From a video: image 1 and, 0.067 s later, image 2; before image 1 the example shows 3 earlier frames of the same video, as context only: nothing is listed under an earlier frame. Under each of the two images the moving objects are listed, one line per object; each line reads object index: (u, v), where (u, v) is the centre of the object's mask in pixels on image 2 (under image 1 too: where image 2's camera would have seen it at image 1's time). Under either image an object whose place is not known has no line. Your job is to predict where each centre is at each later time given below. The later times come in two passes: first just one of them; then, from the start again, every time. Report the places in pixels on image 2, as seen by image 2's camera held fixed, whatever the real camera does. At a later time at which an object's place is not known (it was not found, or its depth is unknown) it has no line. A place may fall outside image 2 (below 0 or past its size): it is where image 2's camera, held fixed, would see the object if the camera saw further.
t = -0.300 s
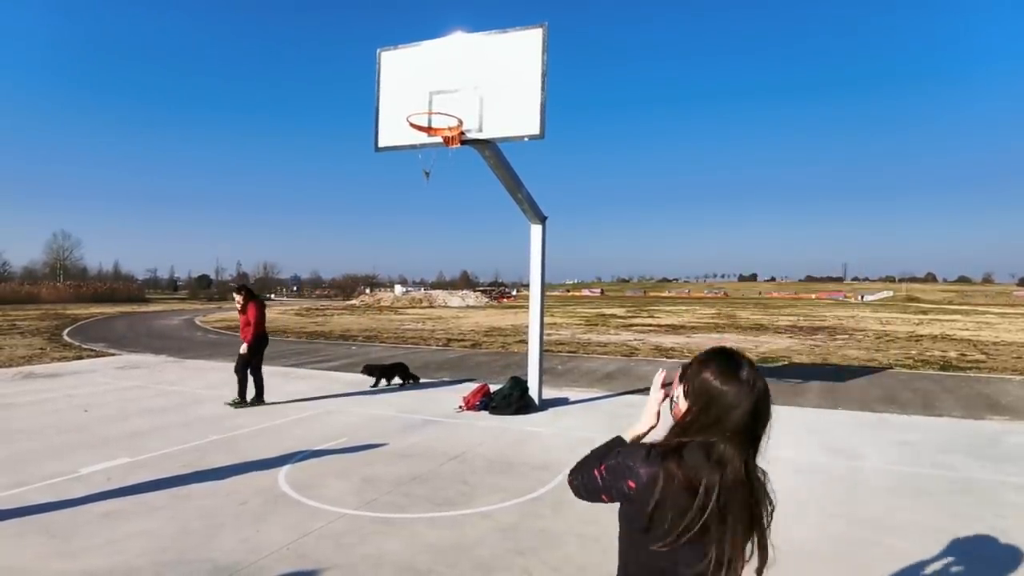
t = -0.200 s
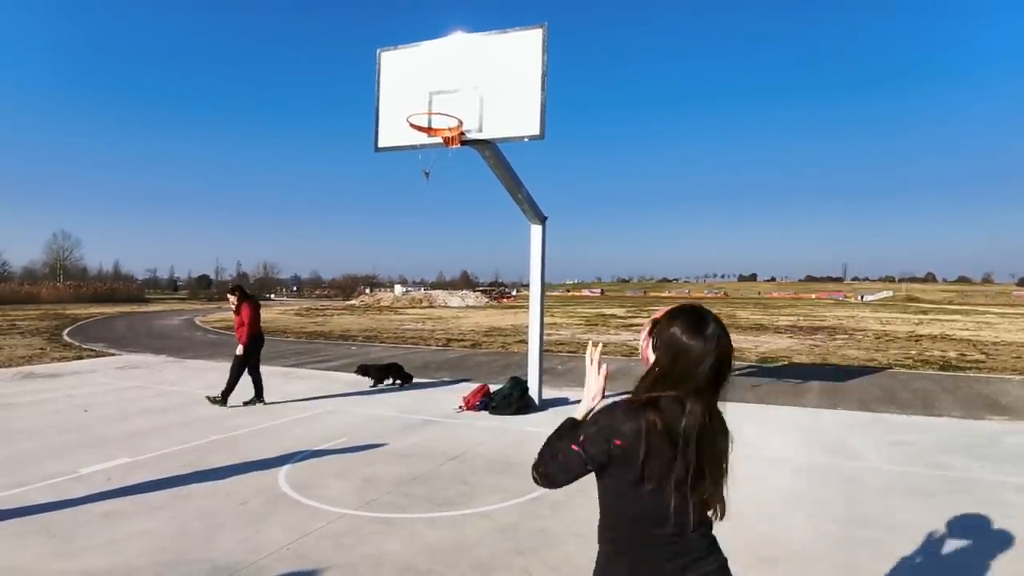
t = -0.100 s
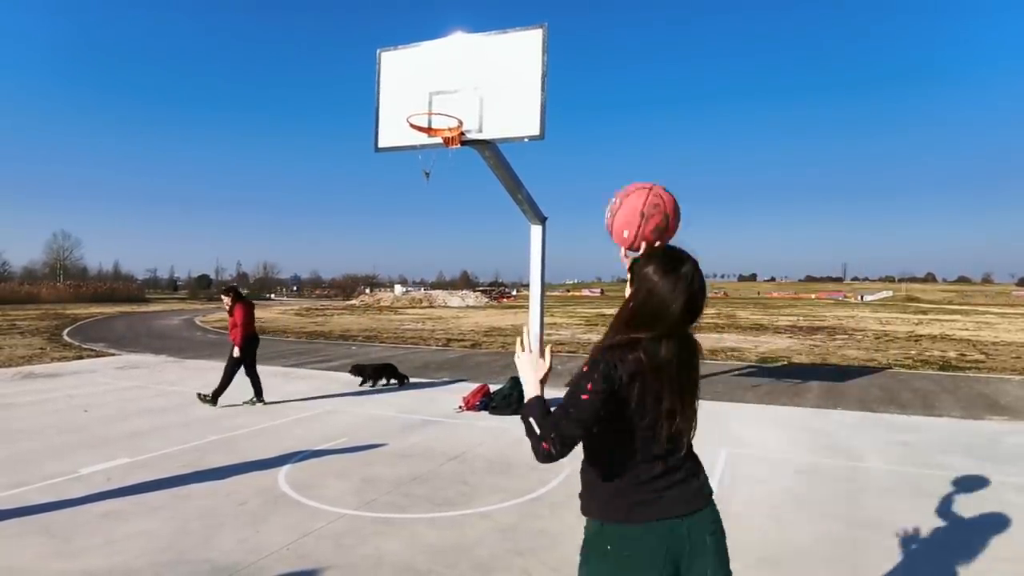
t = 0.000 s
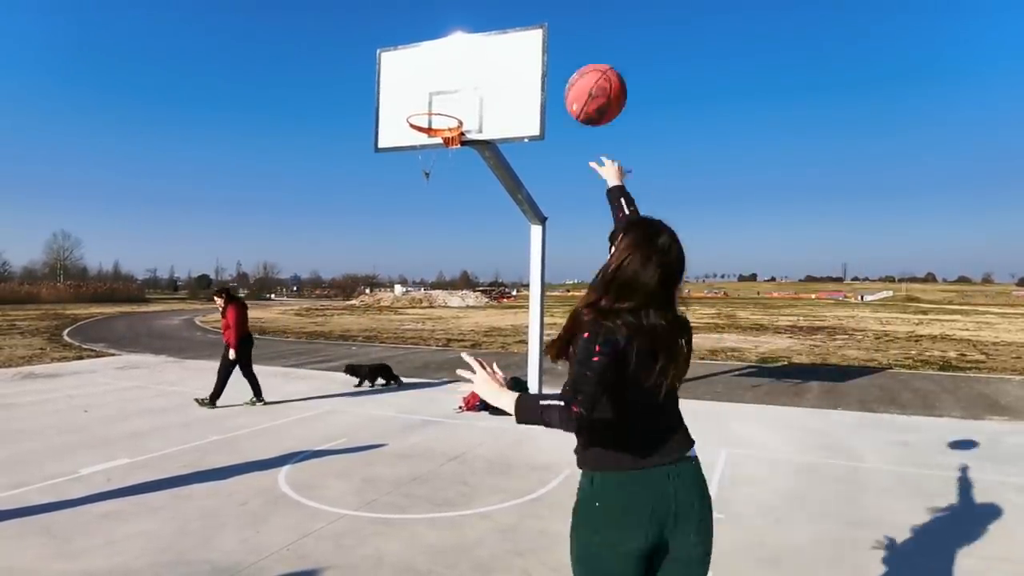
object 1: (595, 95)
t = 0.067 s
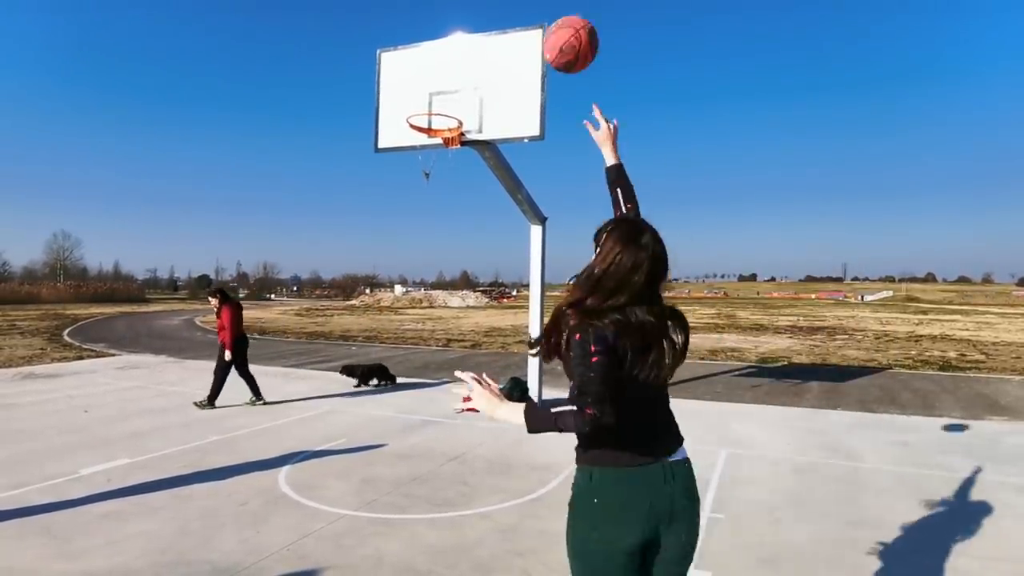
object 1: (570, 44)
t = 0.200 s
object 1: (533, 8)
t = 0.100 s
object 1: (560, 26)
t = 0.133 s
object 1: (550, 17)
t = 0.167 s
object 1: (541, 11)
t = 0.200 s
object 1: (533, 8)
